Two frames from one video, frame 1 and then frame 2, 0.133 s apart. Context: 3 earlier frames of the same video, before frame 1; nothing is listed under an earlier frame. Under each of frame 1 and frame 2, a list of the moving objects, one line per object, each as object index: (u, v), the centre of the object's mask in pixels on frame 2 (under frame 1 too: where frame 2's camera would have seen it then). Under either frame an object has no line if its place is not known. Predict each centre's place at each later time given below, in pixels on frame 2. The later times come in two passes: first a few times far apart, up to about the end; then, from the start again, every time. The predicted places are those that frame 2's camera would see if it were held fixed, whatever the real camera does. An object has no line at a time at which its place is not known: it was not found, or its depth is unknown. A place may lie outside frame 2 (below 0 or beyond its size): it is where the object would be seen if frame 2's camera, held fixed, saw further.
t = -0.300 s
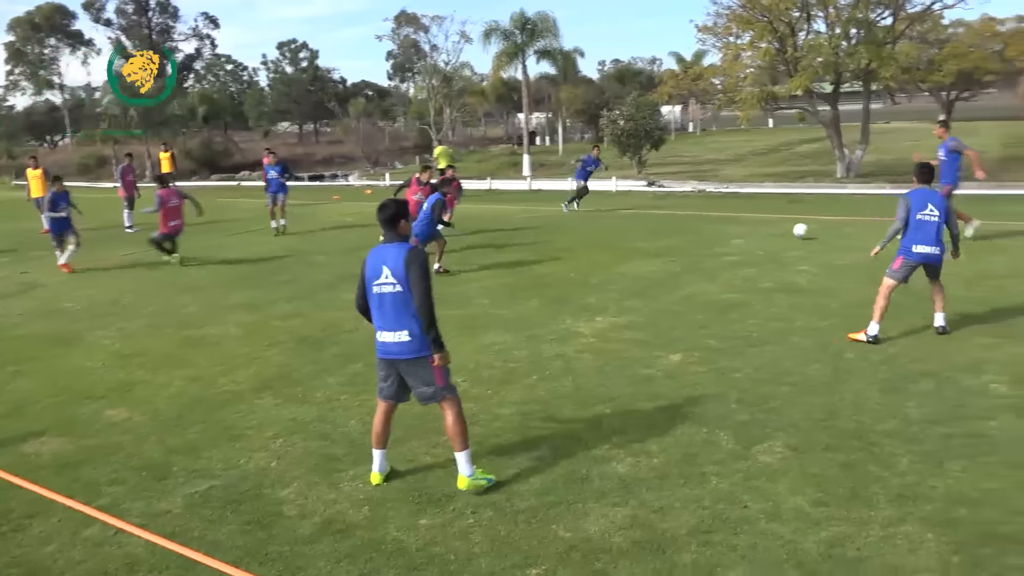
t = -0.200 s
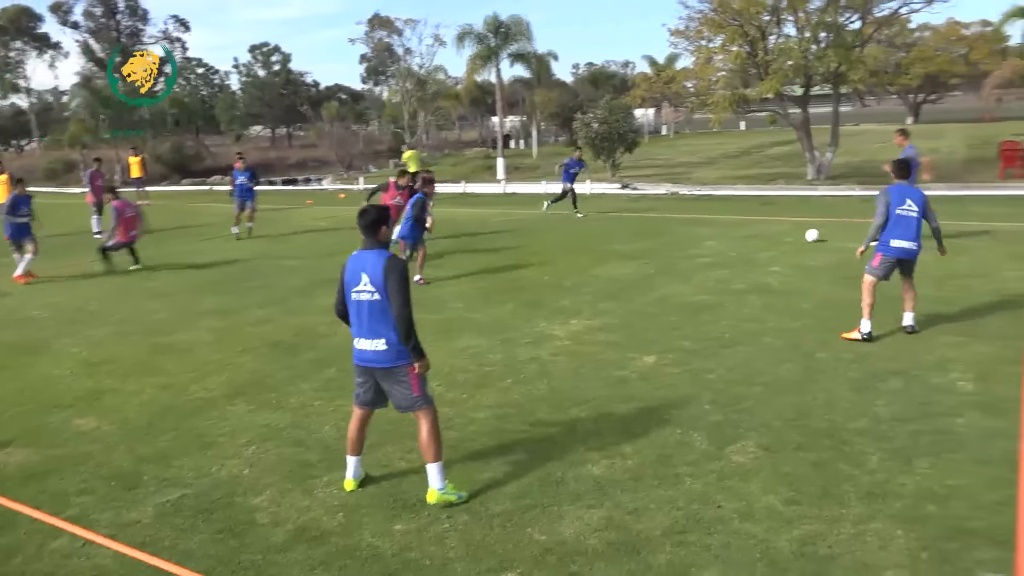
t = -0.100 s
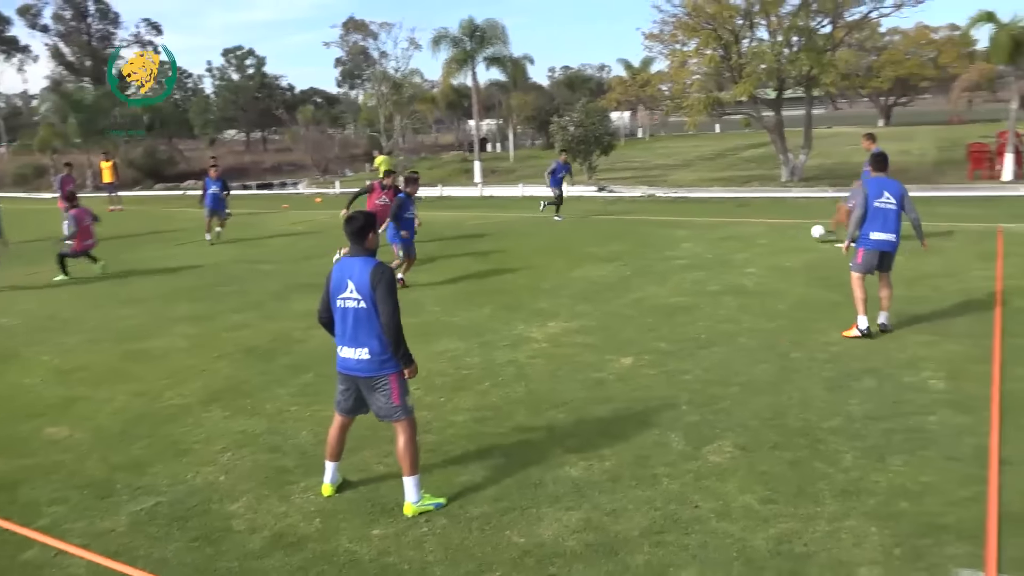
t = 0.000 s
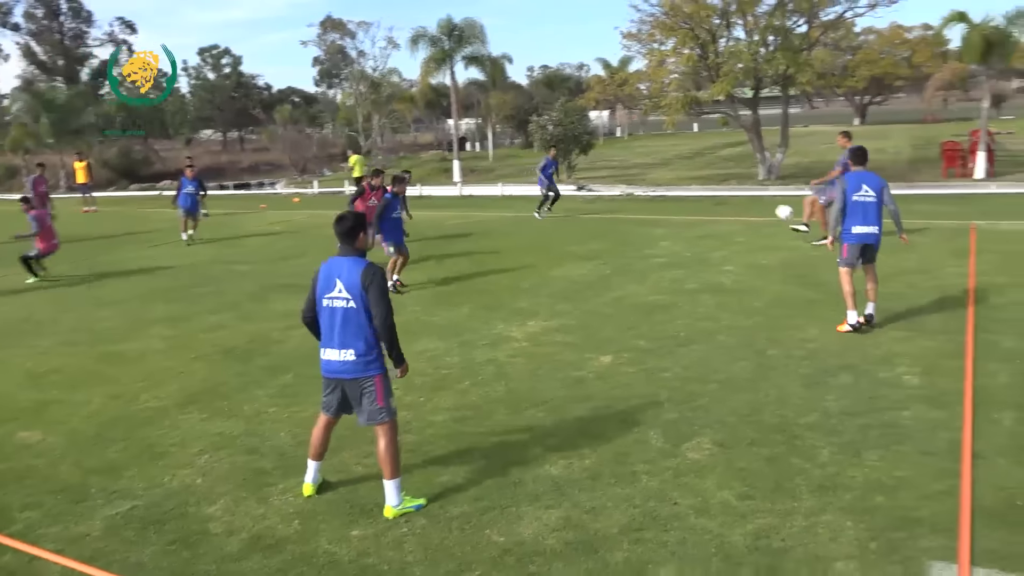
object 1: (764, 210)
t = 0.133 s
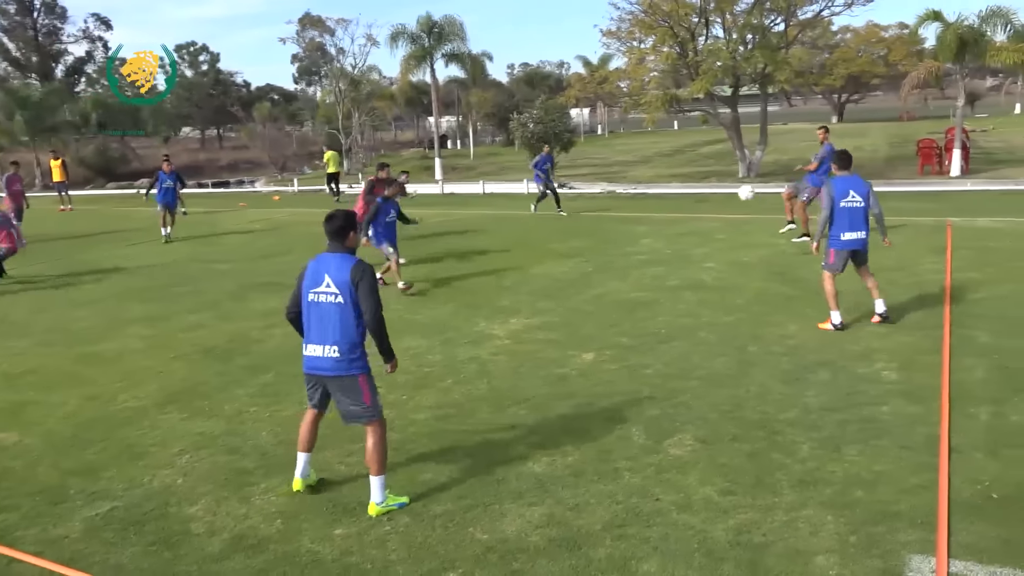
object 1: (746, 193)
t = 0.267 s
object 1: (726, 186)
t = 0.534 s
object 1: (675, 226)
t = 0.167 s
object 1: (741, 190)
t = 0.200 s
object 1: (736, 188)
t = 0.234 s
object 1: (731, 187)
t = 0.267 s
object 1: (726, 186)
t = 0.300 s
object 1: (721, 187)
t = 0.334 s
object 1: (715, 189)
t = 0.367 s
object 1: (709, 192)
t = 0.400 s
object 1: (703, 195)
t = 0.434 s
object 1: (696, 200)
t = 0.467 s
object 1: (690, 207)
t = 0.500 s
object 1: (683, 215)
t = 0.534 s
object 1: (675, 226)
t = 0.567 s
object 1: (667, 238)
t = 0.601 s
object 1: (659, 253)
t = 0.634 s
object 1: (650, 270)
